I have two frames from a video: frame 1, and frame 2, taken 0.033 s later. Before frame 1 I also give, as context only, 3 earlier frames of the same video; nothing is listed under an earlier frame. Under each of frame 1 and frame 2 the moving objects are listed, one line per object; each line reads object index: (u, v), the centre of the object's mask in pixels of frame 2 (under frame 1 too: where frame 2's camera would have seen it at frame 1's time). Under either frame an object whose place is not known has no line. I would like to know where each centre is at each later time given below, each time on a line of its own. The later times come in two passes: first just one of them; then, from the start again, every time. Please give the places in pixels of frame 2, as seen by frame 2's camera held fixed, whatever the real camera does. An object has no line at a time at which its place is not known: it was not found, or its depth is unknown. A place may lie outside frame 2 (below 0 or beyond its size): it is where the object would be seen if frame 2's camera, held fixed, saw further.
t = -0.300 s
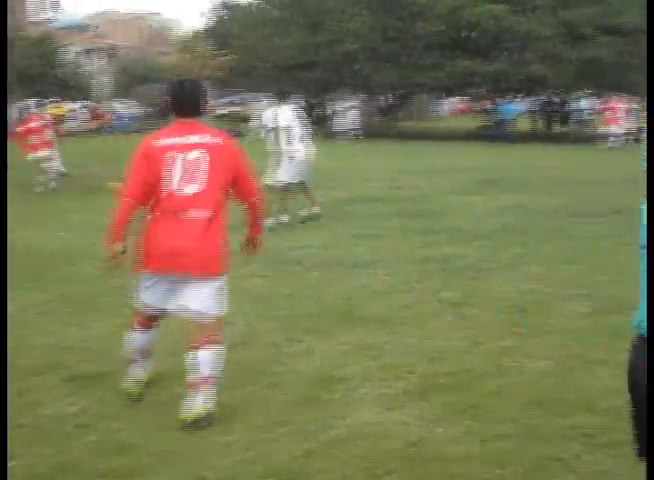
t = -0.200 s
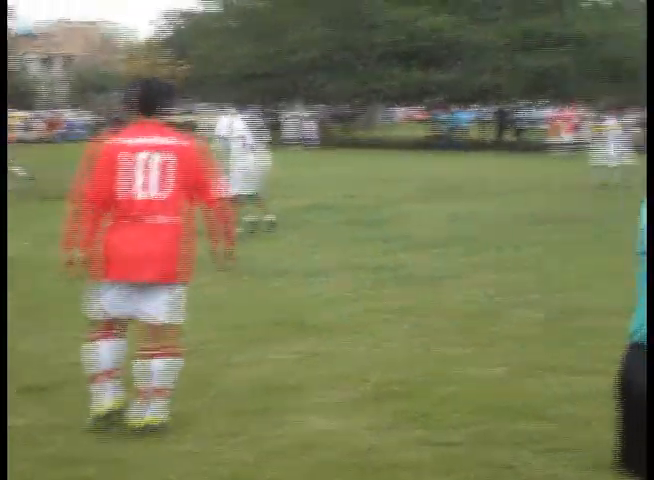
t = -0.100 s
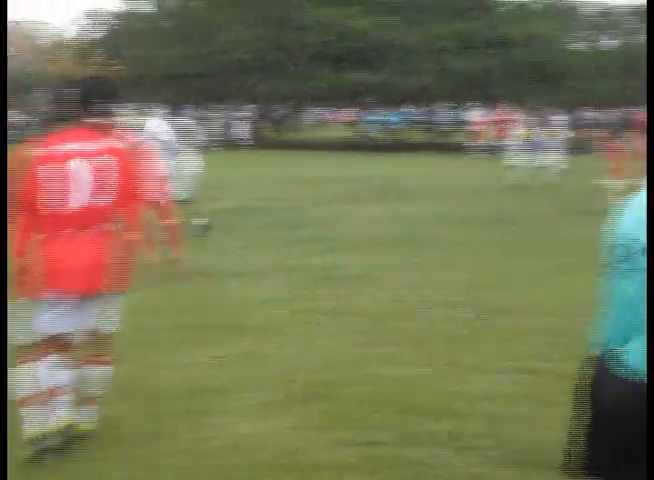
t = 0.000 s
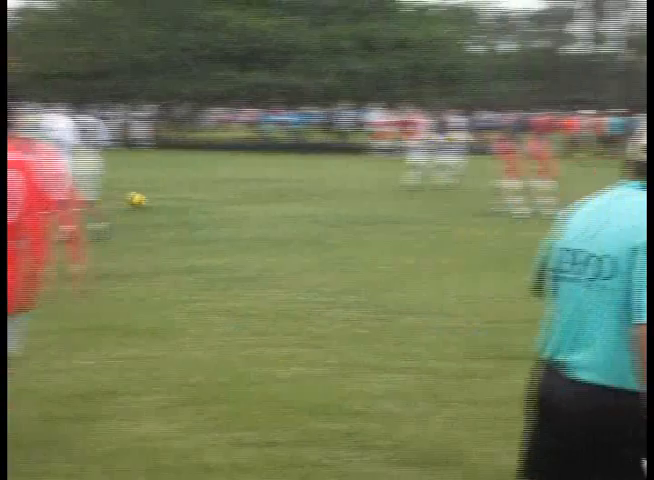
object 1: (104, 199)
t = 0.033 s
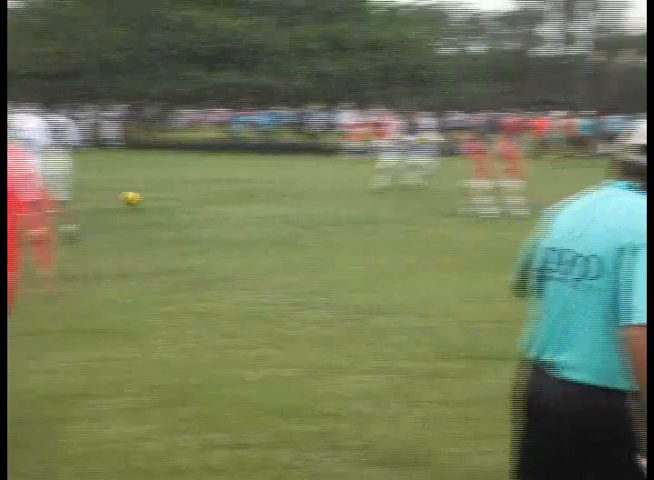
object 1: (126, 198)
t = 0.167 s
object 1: (212, 193)
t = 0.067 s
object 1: (148, 195)
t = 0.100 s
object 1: (172, 194)
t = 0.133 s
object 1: (192, 194)
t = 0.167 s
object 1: (212, 193)
